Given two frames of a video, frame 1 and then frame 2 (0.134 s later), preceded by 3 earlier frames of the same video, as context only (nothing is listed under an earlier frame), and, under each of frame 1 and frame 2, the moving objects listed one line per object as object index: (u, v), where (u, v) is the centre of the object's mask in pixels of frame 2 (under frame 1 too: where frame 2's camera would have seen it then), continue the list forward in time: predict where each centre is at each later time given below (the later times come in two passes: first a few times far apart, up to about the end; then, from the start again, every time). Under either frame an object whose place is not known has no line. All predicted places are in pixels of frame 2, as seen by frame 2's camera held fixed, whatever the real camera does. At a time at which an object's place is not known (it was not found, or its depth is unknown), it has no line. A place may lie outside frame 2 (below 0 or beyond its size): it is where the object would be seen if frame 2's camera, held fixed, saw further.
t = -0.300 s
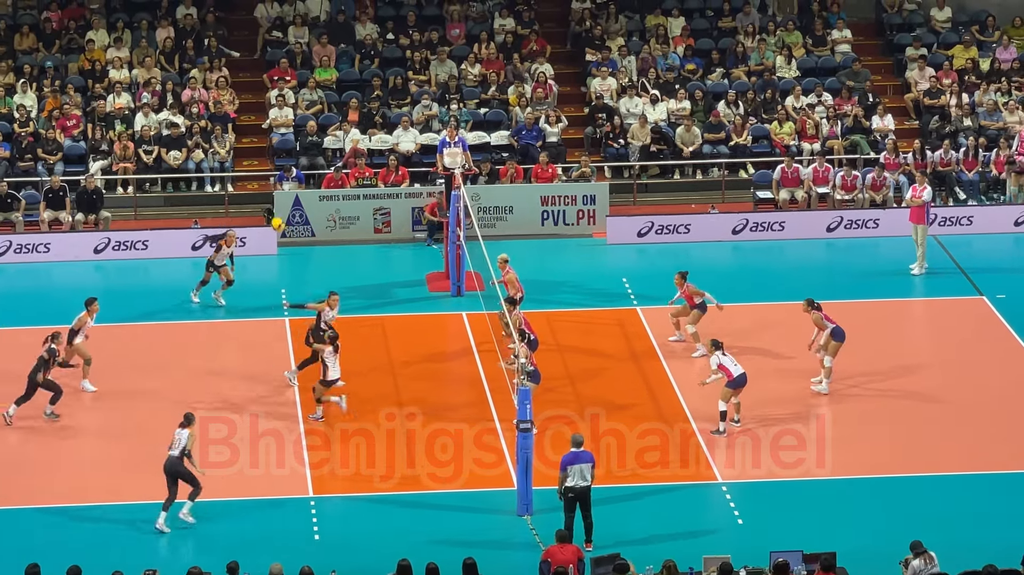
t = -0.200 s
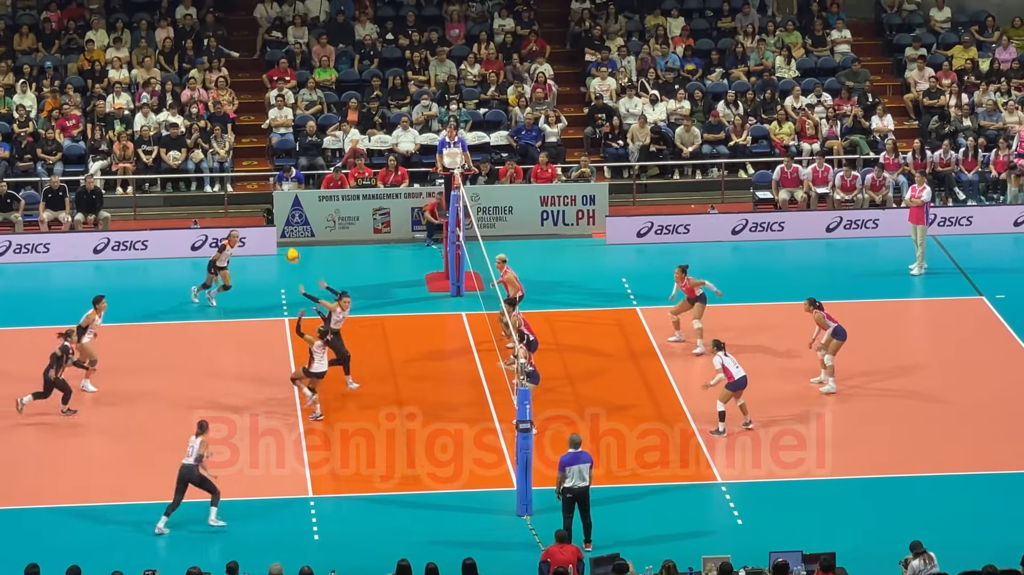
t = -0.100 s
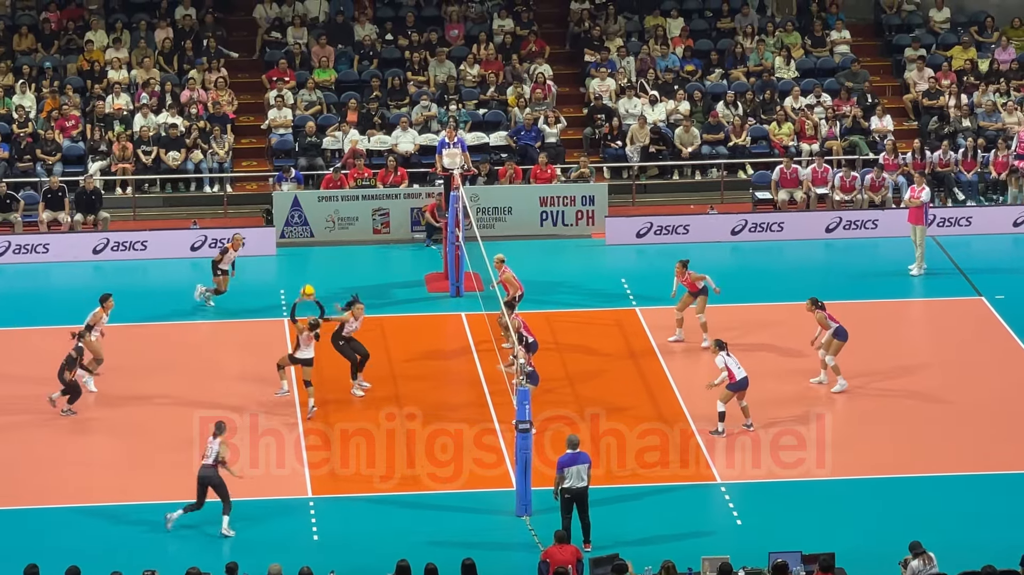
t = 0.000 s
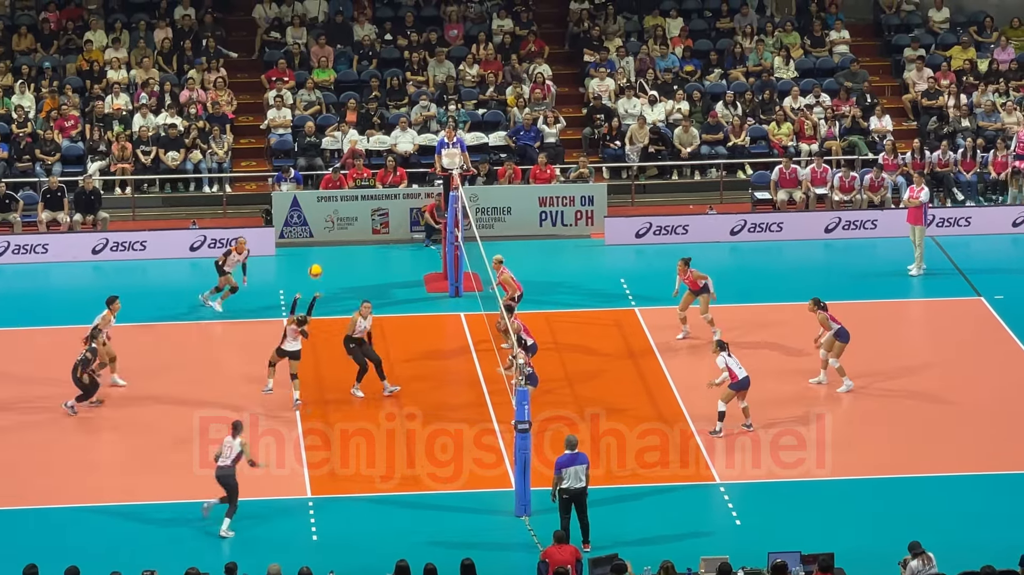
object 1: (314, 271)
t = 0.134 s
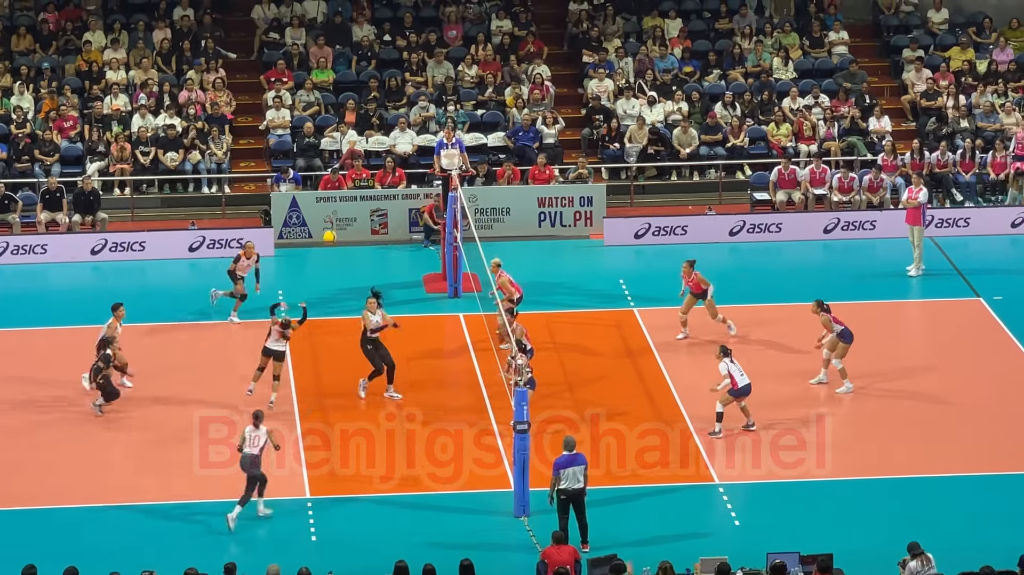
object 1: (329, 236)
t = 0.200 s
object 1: (336, 223)
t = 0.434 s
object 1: (362, 201)
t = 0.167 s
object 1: (333, 230)
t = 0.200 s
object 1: (336, 223)
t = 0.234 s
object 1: (340, 218)
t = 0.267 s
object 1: (344, 213)
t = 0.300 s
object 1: (347, 210)
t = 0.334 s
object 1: (351, 206)
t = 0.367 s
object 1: (355, 203)
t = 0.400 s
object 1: (359, 202)
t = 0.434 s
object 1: (362, 201)
